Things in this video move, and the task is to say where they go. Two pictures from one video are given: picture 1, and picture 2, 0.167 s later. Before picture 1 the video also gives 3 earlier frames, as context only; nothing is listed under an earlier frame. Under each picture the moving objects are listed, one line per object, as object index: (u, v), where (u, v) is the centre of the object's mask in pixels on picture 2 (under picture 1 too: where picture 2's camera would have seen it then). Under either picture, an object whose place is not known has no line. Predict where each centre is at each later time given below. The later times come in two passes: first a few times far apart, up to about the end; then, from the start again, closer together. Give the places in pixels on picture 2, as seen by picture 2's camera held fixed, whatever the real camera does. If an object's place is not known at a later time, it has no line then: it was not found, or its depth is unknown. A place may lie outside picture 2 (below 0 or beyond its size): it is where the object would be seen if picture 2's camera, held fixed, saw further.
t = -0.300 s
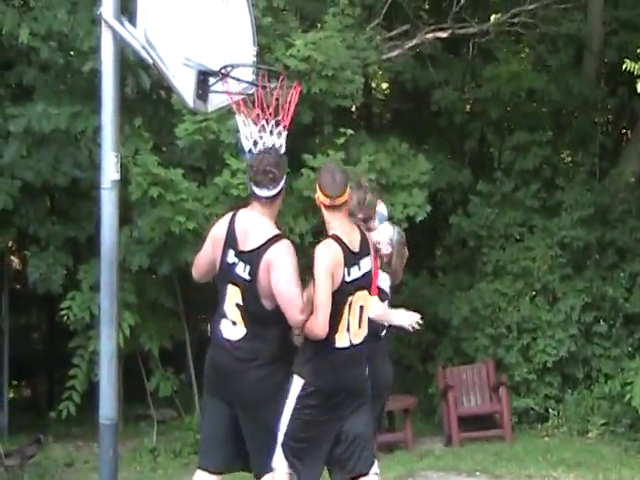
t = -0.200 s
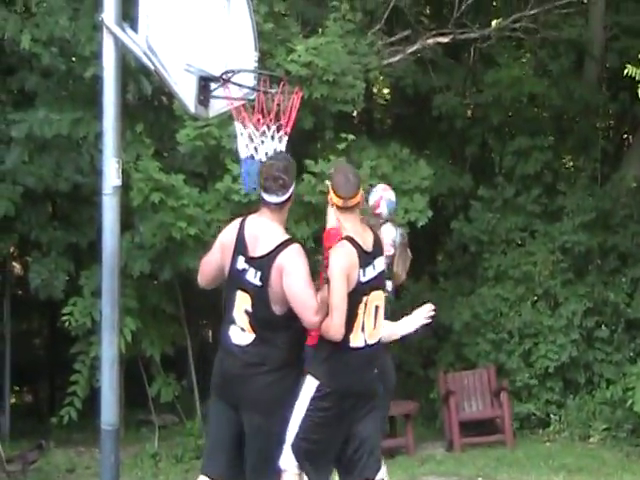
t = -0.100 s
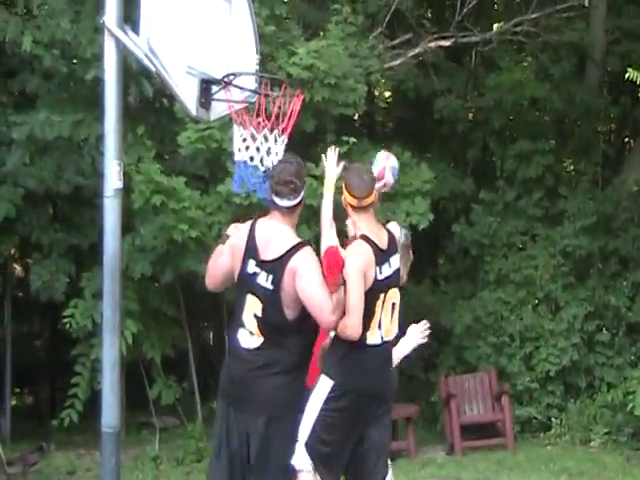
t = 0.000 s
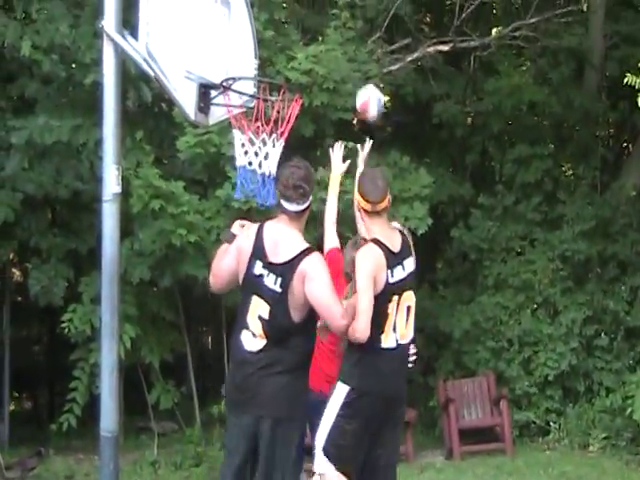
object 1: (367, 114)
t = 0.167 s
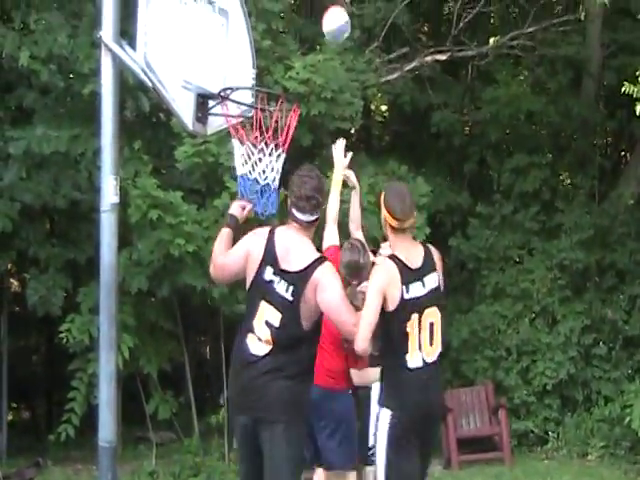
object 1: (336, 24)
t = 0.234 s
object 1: (323, 8)
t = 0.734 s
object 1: (268, 97)
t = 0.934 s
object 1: (231, 161)
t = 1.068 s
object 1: (219, 184)
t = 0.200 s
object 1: (330, 14)
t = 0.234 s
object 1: (323, 8)
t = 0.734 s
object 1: (268, 97)
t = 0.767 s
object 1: (283, 110)
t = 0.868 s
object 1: (252, 138)
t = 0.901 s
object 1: (239, 155)
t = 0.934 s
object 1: (231, 161)
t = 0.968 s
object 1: (227, 165)
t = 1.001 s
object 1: (223, 166)
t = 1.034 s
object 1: (220, 178)
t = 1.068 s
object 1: (219, 184)
